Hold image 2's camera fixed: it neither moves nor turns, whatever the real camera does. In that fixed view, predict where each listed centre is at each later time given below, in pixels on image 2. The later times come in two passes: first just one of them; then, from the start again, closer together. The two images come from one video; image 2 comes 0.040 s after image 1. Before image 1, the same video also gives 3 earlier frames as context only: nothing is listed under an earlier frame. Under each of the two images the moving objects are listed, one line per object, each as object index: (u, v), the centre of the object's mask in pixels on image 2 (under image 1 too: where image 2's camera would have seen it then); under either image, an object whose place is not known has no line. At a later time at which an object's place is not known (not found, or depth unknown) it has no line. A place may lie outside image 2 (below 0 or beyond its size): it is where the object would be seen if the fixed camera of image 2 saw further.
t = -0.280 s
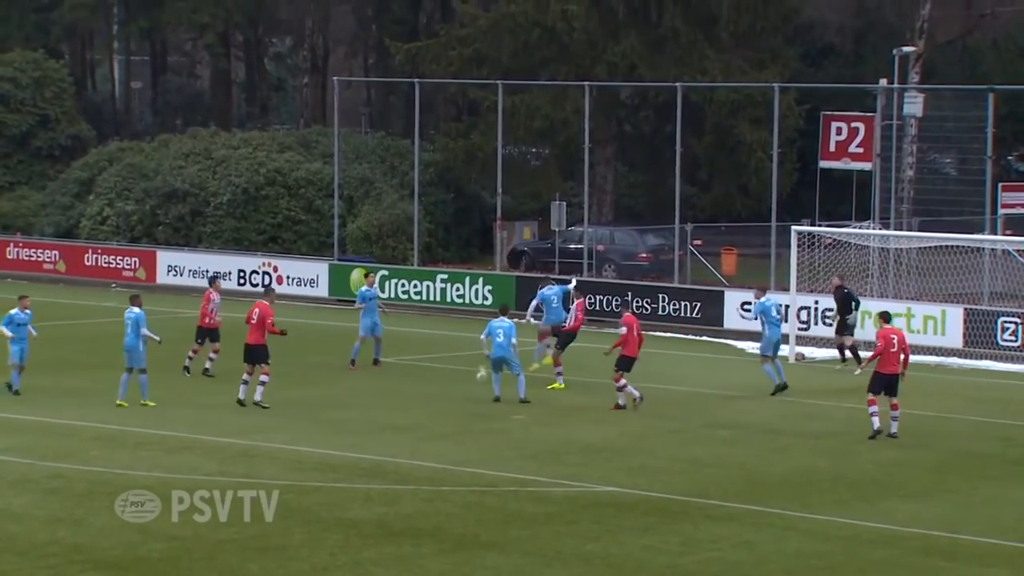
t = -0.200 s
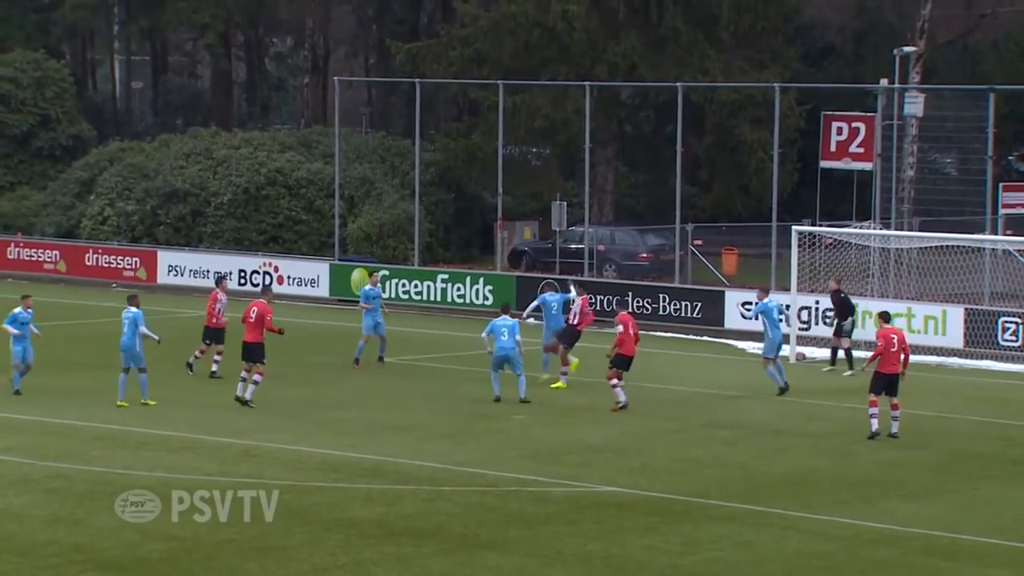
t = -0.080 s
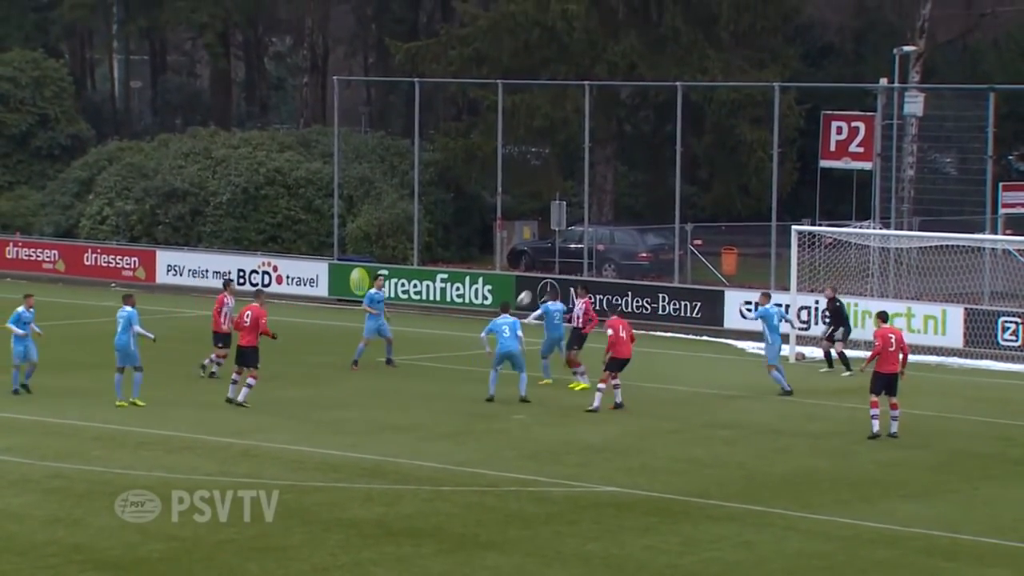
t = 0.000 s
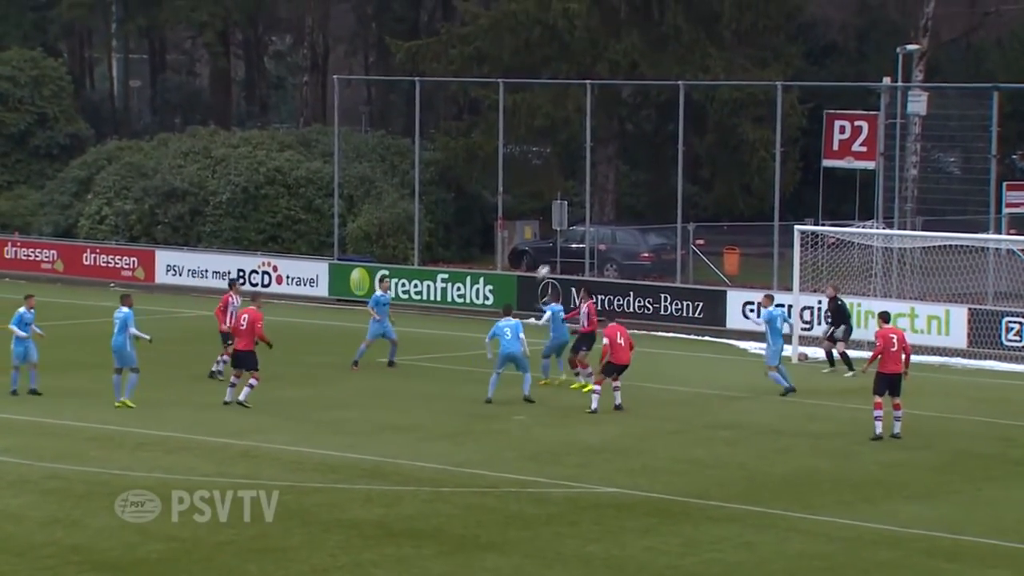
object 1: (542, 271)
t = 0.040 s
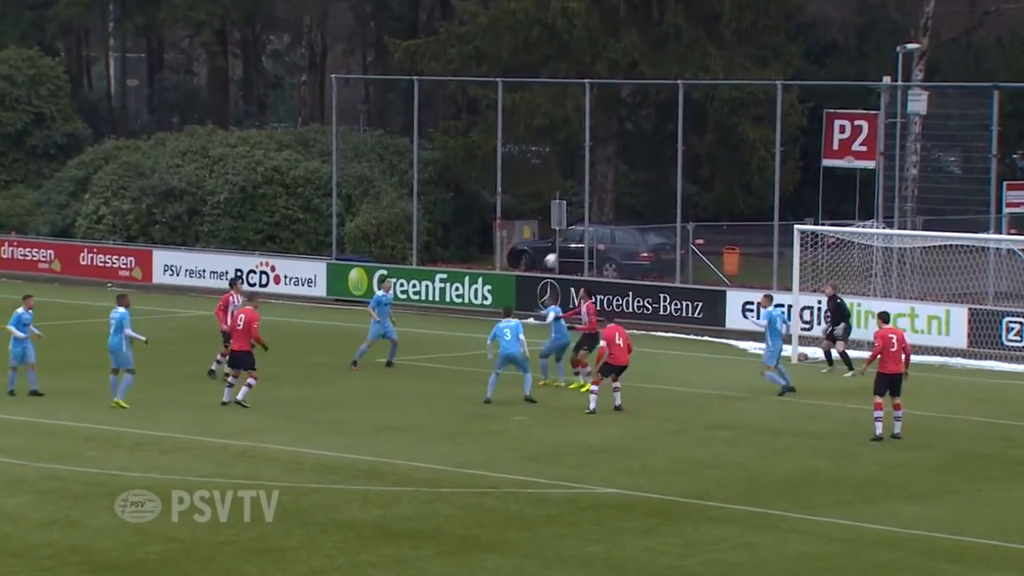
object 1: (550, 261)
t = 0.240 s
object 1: (596, 215)
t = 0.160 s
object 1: (578, 229)
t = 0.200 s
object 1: (586, 221)
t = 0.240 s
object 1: (596, 215)
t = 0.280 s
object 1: (604, 209)
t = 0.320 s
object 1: (614, 204)
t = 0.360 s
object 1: (622, 200)
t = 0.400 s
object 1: (632, 196)
